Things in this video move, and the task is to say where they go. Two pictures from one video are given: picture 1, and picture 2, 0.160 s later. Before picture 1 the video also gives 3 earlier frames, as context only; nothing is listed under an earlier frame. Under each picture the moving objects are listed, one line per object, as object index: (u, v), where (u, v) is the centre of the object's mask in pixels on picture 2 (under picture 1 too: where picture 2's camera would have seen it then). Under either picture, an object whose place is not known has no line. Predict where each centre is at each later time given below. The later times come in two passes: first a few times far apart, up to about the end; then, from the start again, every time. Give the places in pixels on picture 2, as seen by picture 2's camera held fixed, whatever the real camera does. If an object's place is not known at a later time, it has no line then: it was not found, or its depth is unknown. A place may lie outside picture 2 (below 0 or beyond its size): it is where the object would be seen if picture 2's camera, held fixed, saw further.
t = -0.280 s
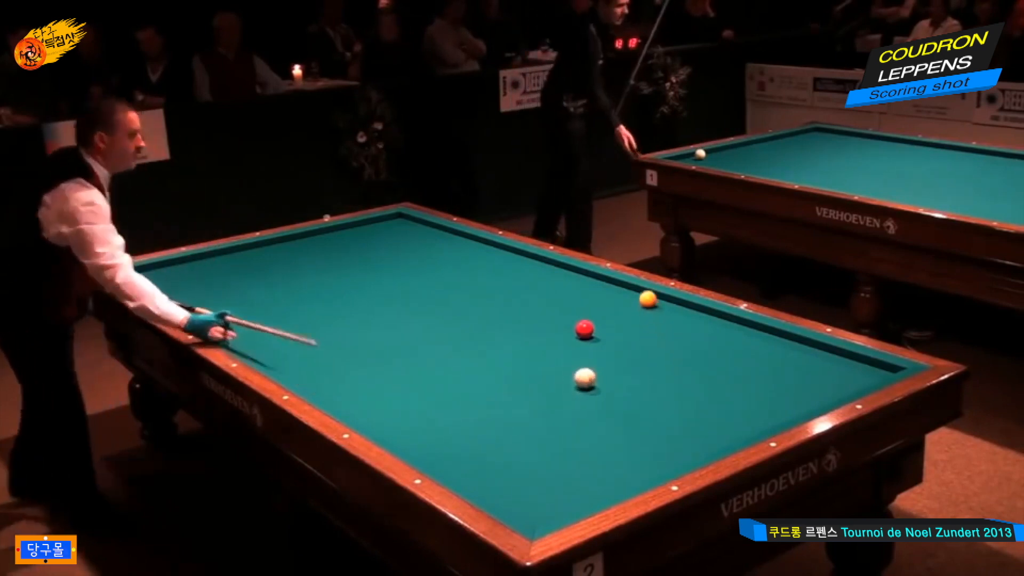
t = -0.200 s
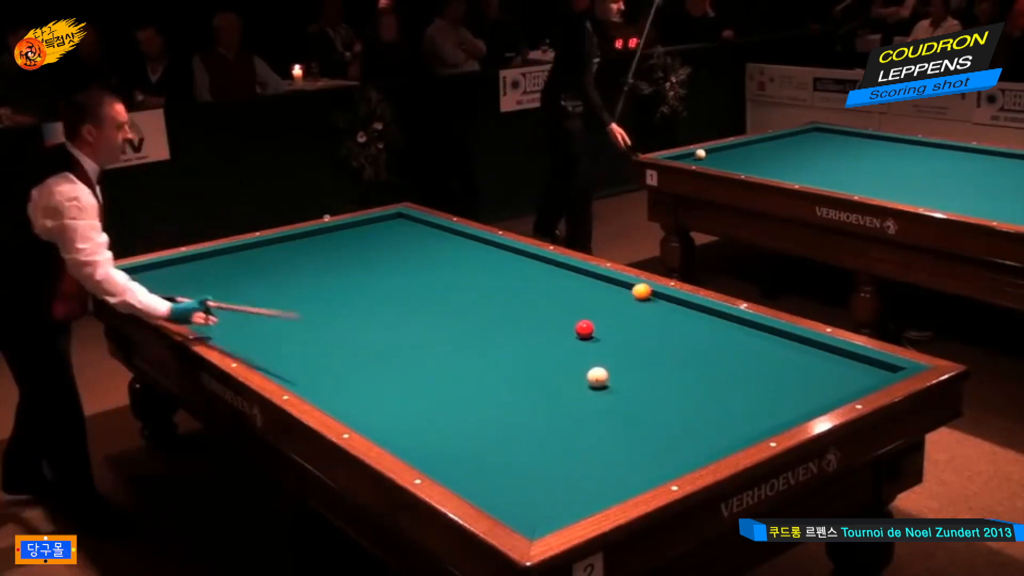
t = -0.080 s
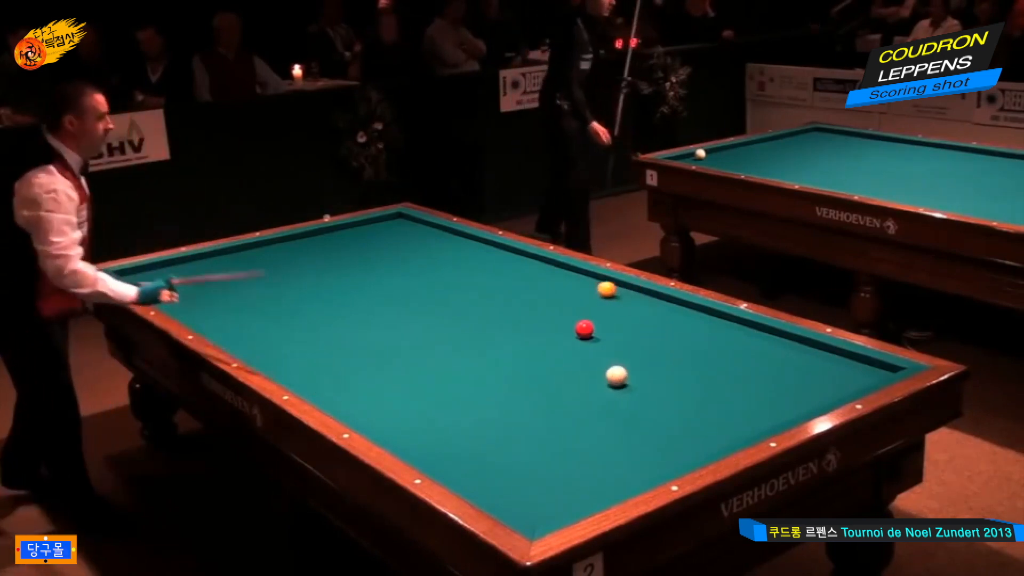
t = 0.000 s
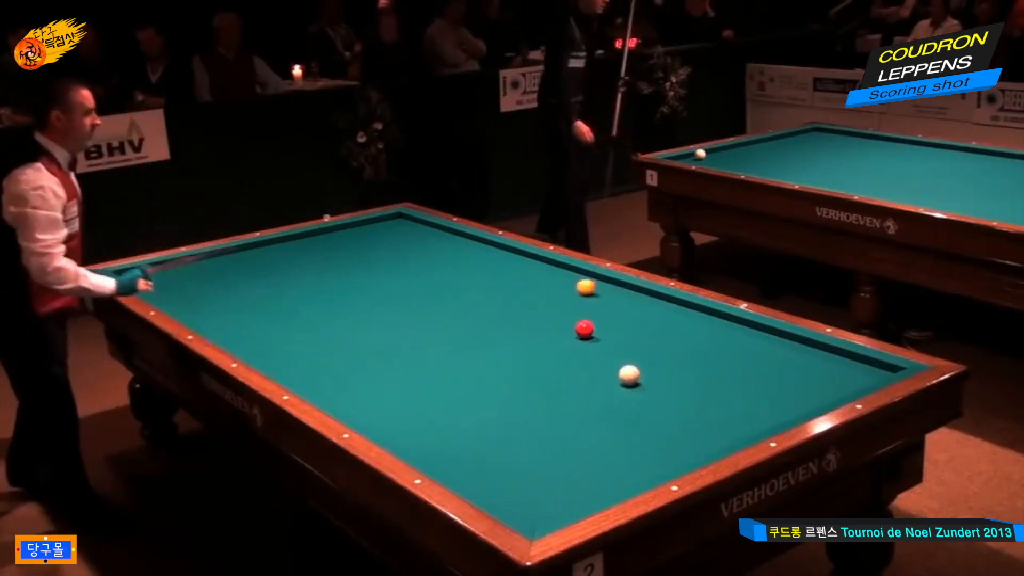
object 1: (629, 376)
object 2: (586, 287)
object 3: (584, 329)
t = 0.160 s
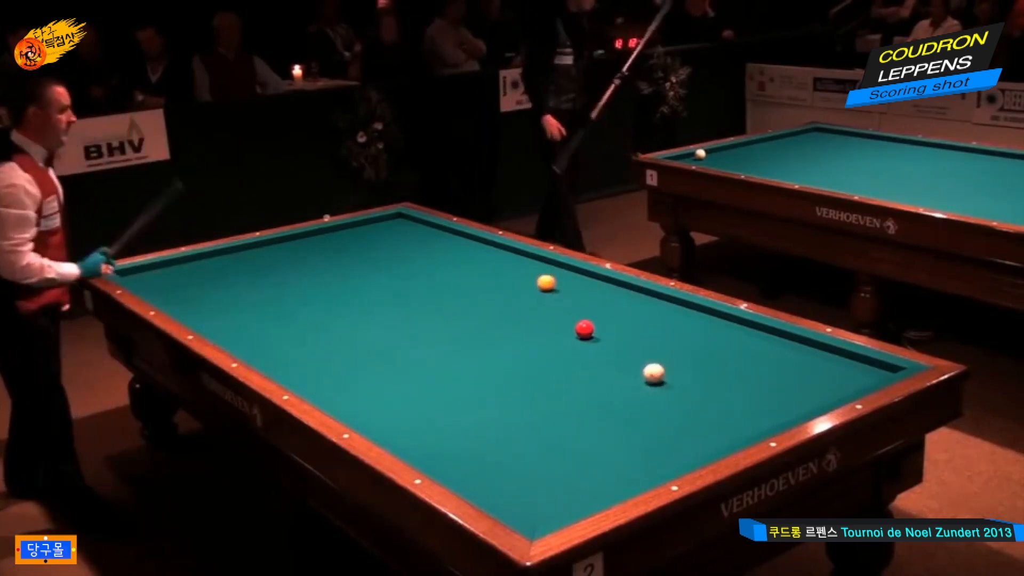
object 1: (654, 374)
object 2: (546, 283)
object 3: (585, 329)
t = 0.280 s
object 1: (672, 373)
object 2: (518, 280)
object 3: (585, 329)
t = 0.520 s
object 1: (707, 370)
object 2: (462, 274)
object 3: (585, 329)
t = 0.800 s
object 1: (748, 367)
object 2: (401, 268)
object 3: (585, 329)
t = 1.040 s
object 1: (780, 365)
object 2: (353, 263)
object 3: (585, 329)
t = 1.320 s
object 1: (818, 362)
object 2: (299, 257)
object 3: (585, 329)
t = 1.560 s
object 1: (848, 360)
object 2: (256, 253)
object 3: (585, 329)
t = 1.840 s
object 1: (858, 364)
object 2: (221, 256)
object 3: (584, 329)
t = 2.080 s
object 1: (859, 370)
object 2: (204, 267)
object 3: (584, 329)
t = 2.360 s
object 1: (859, 376)
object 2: (184, 280)
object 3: (584, 329)
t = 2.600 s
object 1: (858, 380)
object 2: (166, 292)
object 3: (585, 329)
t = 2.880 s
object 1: (853, 383)
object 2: (181, 298)
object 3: (585, 329)
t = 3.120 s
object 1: (845, 384)
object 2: (208, 300)
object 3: (584, 329)
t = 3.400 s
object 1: (837, 386)
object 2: (239, 303)
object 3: (585, 329)
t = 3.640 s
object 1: (831, 388)
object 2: (265, 305)
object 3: (584, 329)
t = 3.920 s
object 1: (825, 389)
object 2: (295, 308)
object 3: (584, 329)
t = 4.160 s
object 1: (821, 390)
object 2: (321, 310)
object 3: (584, 329)
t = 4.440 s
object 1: (817, 390)
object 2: (351, 312)
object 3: (584, 329)
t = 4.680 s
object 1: (814, 390)
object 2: (376, 314)
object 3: (584, 329)
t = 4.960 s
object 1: (812, 390)
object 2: (405, 316)
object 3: (584, 329)
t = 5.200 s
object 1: (811, 390)
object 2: (430, 318)
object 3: (585, 329)
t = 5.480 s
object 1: (811, 390)
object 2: (458, 320)
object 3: (585, 329)
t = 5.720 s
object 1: (811, 390)
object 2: (482, 322)
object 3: (584, 329)
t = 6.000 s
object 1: (811, 390)
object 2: (509, 324)
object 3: (585, 329)
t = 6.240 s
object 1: (811, 390)
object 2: (532, 326)
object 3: (585, 329)
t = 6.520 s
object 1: (811, 390)
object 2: (558, 328)
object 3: (585, 329)
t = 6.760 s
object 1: (811, 390)
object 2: (569, 329)
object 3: (594, 330)
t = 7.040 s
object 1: (811, 390)
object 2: (574, 329)
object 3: (609, 331)
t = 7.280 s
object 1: (811, 390)
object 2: (578, 330)
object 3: (622, 332)
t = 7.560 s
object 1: (811, 390)
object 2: (581, 330)
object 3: (635, 333)
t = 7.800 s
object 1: (811, 390)
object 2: (583, 330)
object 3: (646, 334)
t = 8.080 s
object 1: (811, 390)
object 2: (584, 330)
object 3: (658, 335)
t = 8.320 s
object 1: (811, 390)
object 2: (584, 330)
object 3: (668, 335)
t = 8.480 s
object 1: (811, 390)
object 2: (584, 330)
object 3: (673, 335)
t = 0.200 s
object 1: (660, 373)
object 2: (536, 282)
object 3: (585, 329)
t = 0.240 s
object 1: (666, 373)
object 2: (527, 281)
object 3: (585, 329)
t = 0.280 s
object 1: (672, 373)
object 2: (518, 280)
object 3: (585, 329)
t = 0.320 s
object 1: (678, 372)
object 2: (508, 279)
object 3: (585, 329)
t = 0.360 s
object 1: (684, 372)
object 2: (498, 278)
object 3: (585, 329)
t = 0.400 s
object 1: (690, 371)
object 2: (489, 277)
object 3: (585, 329)
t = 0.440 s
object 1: (696, 371)
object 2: (480, 276)
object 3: (585, 329)
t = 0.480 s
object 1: (702, 371)
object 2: (471, 275)
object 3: (585, 329)
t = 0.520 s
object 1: (707, 370)
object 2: (462, 274)
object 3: (585, 329)
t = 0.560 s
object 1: (713, 370)
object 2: (453, 273)
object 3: (585, 329)
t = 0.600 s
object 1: (719, 369)
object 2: (445, 272)
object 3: (585, 329)
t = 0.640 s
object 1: (725, 369)
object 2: (436, 271)
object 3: (585, 329)
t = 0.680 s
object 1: (730, 368)
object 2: (427, 271)
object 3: (585, 329)
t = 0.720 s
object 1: (736, 368)
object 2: (419, 270)
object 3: (585, 329)
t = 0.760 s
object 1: (742, 368)
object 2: (410, 269)
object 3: (585, 329)
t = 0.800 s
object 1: (748, 367)
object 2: (401, 268)
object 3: (585, 329)
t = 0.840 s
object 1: (753, 367)
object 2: (393, 267)
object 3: (585, 329)
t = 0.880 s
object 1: (758, 367)
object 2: (385, 266)
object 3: (585, 329)
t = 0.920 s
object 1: (764, 366)
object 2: (377, 266)
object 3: (585, 329)
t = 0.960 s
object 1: (769, 366)
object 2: (369, 265)
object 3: (585, 329)
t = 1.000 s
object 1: (775, 365)
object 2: (361, 264)
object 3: (585, 329)
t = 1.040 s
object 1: (780, 365)
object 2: (353, 263)
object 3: (585, 329)
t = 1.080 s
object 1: (786, 364)
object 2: (345, 262)
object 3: (585, 329)
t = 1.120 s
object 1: (791, 364)
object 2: (337, 261)
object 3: (585, 329)
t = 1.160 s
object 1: (797, 364)
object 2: (330, 261)
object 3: (585, 329)
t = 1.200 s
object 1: (802, 363)
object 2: (322, 260)
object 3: (585, 329)
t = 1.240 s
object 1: (807, 363)
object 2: (314, 259)
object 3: (585, 329)
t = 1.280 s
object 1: (812, 362)
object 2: (307, 258)
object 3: (585, 329)
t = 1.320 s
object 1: (818, 362)
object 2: (299, 257)
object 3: (585, 329)
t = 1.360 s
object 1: (823, 362)
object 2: (292, 257)
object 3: (585, 329)
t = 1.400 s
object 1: (828, 362)
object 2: (285, 256)
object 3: (585, 329)
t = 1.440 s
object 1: (833, 361)
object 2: (278, 255)
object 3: (585, 329)
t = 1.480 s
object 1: (838, 361)
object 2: (271, 255)
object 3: (585, 329)
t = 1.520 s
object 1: (843, 360)
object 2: (264, 254)
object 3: (585, 329)
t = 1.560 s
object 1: (848, 360)
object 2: (256, 253)
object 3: (585, 329)
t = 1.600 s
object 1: (853, 360)
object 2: (249, 252)
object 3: (585, 329)
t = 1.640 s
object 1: (858, 360)
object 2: (242, 251)
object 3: (585, 329)
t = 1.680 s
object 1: (858, 360)
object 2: (235, 250)
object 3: (584, 329)
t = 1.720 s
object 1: (858, 361)
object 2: (229, 250)
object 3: (584, 329)
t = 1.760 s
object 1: (858, 362)
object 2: (225, 252)
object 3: (584, 329)
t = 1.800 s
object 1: (858, 363)
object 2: (223, 254)
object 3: (584, 329)
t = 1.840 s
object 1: (858, 364)
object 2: (221, 256)
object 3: (584, 329)
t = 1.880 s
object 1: (858, 365)
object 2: (218, 257)
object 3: (584, 329)
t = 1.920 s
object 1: (858, 366)
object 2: (215, 259)
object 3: (584, 329)
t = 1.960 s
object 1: (858, 367)
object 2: (213, 261)
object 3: (584, 329)
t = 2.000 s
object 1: (858, 368)
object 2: (210, 263)
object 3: (584, 329)
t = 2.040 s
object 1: (858, 369)
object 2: (207, 265)
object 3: (584, 329)
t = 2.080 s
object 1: (859, 370)
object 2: (204, 267)
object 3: (584, 329)
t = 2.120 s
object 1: (859, 371)
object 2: (201, 268)
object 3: (584, 329)
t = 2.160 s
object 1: (859, 372)
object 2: (198, 270)
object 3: (584, 329)
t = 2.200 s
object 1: (859, 373)
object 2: (196, 272)
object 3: (584, 329)
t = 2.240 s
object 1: (859, 374)
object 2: (193, 274)
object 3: (585, 329)
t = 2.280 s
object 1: (859, 375)
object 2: (190, 276)
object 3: (584, 329)
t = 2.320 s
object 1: (859, 375)
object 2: (187, 278)
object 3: (585, 329)
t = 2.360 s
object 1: (859, 376)
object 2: (184, 280)
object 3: (584, 329)
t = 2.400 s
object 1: (858, 377)
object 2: (181, 282)
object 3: (585, 329)
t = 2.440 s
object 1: (858, 378)
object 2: (178, 284)
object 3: (585, 329)
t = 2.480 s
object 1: (858, 379)
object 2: (175, 286)
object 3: (584, 329)
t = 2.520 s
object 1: (858, 379)
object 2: (171, 288)
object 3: (585, 329)
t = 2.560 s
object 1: (858, 380)
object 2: (168, 290)
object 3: (585, 329)
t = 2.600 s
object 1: (858, 380)
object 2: (166, 292)
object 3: (585, 329)
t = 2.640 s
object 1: (858, 381)
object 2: (163, 293)
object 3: (585, 329)
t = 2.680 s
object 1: (858, 381)
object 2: (160, 294)
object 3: (584, 329)
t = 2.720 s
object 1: (858, 382)
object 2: (164, 295)
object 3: (584, 329)
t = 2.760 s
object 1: (857, 383)
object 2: (168, 296)
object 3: (585, 329)
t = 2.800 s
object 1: (856, 383)
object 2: (172, 297)
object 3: (585, 329)
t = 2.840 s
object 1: (855, 383)
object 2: (177, 297)
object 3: (585, 329)
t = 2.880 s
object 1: (853, 383)
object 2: (181, 298)
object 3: (585, 329)
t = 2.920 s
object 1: (852, 383)
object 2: (185, 298)
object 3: (584, 329)
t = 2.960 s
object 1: (851, 383)
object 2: (190, 298)
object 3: (584, 329)
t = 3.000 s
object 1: (849, 383)
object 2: (195, 299)
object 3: (584, 329)
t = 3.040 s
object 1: (848, 384)
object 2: (199, 299)
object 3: (585, 329)
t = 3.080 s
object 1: (847, 384)
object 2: (203, 299)
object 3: (584, 329)
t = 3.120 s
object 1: (845, 384)
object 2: (208, 300)
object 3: (584, 329)
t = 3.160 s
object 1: (844, 385)
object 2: (212, 300)
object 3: (585, 329)
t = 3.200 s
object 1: (843, 385)
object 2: (217, 301)
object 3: (584, 329)
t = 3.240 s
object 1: (842, 385)
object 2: (221, 301)
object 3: (585, 329)
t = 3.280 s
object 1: (840, 386)
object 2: (226, 302)
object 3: (585, 329)
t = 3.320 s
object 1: (839, 386)
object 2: (230, 302)
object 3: (585, 329)
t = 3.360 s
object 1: (838, 386)
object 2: (234, 302)
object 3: (584, 329)
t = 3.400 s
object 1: (837, 386)
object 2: (239, 303)
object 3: (585, 329)
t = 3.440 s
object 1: (836, 387)
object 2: (243, 303)
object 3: (584, 329)
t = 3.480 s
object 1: (835, 387)
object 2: (247, 303)
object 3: (585, 329)
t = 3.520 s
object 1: (834, 387)
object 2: (252, 304)
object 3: (585, 329)
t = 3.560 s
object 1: (833, 387)
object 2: (256, 304)
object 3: (584, 329)
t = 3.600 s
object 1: (832, 388)
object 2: (260, 304)
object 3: (584, 329)
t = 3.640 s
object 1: (831, 388)
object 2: (265, 305)
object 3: (584, 329)
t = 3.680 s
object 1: (830, 388)
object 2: (269, 305)
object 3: (584, 329)
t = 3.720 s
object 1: (829, 388)
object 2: (274, 305)
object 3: (584, 329)
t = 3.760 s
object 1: (828, 388)
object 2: (278, 306)
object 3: (585, 329)
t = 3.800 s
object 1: (828, 388)
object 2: (282, 306)
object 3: (584, 329)
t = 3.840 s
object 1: (827, 389)
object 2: (287, 307)
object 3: (584, 329)
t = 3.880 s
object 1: (826, 389)
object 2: (291, 307)
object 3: (584, 329)
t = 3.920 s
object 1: (825, 389)
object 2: (295, 308)
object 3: (584, 329)
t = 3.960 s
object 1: (824, 389)
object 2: (300, 308)
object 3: (584, 329)
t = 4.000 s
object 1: (824, 389)
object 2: (304, 308)
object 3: (584, 329)
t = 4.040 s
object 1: (823, 389)
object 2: (308, 309)
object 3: (584, 329)
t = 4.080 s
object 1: (822, 389)
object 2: (312, 309)
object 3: (584, 329)
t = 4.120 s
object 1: (821, 389)
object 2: (317, 309)
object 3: (584, 329)
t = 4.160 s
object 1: (821, 390)
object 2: (321, 310)
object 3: (584, 329)
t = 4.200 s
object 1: (820, 389)
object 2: (325, 310)
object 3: (584, 329)
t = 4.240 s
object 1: (820, 390)
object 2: (330, 310)
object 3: (584, 329)
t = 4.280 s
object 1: (819, 390)
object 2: (334, 311)
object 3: (584, 329)
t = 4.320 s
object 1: (819, 390)
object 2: (338, 311)
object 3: (584, 329)
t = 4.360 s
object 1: (818, 390)
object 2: (342, 311)
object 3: (584, 329)
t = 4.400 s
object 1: (817, 390)
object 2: (347, 312)
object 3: (584, 329)
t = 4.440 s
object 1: (817, 390)
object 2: (351, 312)
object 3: (584, 329)
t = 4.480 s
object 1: (816, 390)
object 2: (355, 312)
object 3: (584, 329)
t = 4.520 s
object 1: (816, 390)
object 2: (359, 313)
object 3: (584, 329)
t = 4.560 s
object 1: (815, 390)
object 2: (364, 313)
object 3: (585, 329)
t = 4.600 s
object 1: (815, 390)
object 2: (368, 313)
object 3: (584, 329)
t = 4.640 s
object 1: (814, 390)
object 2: (372, 314)
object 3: (585, 329)
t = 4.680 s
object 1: (814, 390)
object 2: (376, 314)
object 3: (584, 329)
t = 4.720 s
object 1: (814, 390)
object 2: (380, 314)
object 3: (585, 329)
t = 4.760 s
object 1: (813, 390)
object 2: (384, 315)
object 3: (584, 329)
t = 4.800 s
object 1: (813, 390)
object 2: (389, 315)
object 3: (585, 329)
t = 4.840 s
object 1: (813, 390)
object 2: (393, 315)
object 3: (585, 329)
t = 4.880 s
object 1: (812, 390)
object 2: (397, 316)
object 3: (585, 329)
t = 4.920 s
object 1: (812, 390)
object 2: (401, 316)
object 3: (585, 329)
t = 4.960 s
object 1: (812, 390)
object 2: (405, 316)
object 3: (584, 329)
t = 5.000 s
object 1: (812, 390)
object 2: (410, 317)
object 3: (585, 329)
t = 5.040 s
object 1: (811, 390)
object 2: (414, 317)
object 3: (585, 329)
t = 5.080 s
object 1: (811, 390)
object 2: (418, 317)
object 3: (585, 329)
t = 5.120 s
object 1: (811, 390)
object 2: (422, 318)
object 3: (584, 329)
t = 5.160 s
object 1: (811, 390)
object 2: (426, 318)
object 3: (585, 329)
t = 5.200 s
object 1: (811, 390)
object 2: (430, 318)
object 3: (585, 329)
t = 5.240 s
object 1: (811, 390)
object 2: (434, 319)
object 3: (585, 329)
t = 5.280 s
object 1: (811, 390)
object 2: (438, 319)
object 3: (584, 329)
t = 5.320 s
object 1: (811, 390)
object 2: (442, 319)
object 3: (584, 329)
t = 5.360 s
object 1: (811, 390)
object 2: (446, 319)
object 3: (585, 329)
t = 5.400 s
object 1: (811, 390)
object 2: (450, 320)
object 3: (585, 329)
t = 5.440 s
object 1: (811, 390)
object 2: (454, 320)
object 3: (584, 329)
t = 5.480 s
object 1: (811, 390)
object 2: (458, 320)
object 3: (585, 329)
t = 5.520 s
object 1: (811, 390)
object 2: (462, 321)
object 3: (584, 329)
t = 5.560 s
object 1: (811, 390)
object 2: (466, 321)
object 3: (584, 329)
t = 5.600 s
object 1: (811, 390)
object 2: (470, 321)
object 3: (584, 329)
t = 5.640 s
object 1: (811, 390)
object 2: (474, 322)
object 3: (584, 329)
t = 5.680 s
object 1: (811, 390)
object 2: (478, 322)
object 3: (584, 329)
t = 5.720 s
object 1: (811, 390)
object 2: (482, 322)
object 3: (584, 329)
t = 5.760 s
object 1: (811, 390)
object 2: (486, 323)
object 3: (585, 329)
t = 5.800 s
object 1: (811, 390)
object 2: (490, 323)
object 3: (584, 329)
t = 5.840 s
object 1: (811, 390)
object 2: (493, 323)
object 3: (585, 329)
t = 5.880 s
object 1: (811, 390)
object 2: (497, 323)
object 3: (585, 329)
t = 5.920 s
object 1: (811, 390)
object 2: (501, 324)
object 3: (585, 329)
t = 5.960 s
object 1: (811, 390)
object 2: (505, 324)
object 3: (585, 329)
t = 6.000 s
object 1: (811, 390)
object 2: (509, 324)
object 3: (585, 329)
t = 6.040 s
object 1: (811, 390)
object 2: (513, 325)
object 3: (585, 329)
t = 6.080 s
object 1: (811, 390)
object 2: (517, 325)
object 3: (585, 329)
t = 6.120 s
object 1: (811, 390)
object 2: (521, 325)
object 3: (585, 329)
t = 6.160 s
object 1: (811, 390)
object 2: (524, 326)
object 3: (585, 329)
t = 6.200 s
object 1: (811, 390)
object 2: (528, 326)
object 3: (585, 329)
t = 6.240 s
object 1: (811, 390)
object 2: (532, 326)
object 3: (585, 329)
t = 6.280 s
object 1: (811, 390)
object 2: (536, 327)
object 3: (585, 329)
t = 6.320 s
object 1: (811, 390)
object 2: (540, 327)
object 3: (585, 329)
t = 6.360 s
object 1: (811, 390)
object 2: (543, 327)
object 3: (584, 329)
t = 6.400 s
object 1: (811, 390)
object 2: (547, 327)
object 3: (585, 329)
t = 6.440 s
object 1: (811, 390)
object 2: (551, 328)
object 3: (585, 329)
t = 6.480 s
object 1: (811, 390)
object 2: (554, 328)
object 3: (585, 329)
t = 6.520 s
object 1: (811, 390)
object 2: (558, 328)
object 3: (585, 329)
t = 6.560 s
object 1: (811, 390)
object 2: (562, 328)
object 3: (585, 329)
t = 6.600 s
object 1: (811, 390)
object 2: (565, 329)
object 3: (585, 329)
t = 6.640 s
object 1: (811, 390)
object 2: (567, 329)
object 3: (587, 329)
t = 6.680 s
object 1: (811, 390)
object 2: (567, 329)
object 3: (590, 329)
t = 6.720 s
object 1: (811, 390)
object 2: (568, 329)
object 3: (592, 329)
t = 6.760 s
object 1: (811, 390)
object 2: (569, 329)
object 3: (594, 330)
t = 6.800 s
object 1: (811, 390)
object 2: (570, 329)
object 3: (596, 330)
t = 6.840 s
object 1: (811, 390)
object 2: (571, 329)
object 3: (599, 330)
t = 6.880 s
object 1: (811, 390)
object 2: (571, 329)
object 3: (601, 330)
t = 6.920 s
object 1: (811, 390)
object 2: (572, 329)
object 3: (603, 330)
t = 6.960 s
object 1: (811, 390)
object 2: (573, 329)
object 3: (605, 330)
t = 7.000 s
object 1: (811, 390)
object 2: (573, 329)
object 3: (607, 331)
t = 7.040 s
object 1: (811, 390)
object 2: (574, 329)
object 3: (609, 331)
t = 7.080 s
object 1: (811, 390)
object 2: (575, 329)
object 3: (612, 331)
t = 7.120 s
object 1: (811, 390)
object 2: (575, 329)
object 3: (614, 331)
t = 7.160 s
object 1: (811, 390)
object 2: (576, 329)
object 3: (616, 331)
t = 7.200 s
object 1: (811, 390)
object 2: (577, 329)
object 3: (618, 331)
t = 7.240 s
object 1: (811, 390)
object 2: (577, 330)
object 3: (620, 332)
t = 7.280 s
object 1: (811, 390)
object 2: (578, 330)
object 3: (622, 332)
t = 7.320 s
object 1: (811, 390)
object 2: (578, 330)
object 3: (624, 332)
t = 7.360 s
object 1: (811, 390)
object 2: (579, 330)
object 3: (626, 332)
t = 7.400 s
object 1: (811, 390)
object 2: (579, 330)
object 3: (628, 332)
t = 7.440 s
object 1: (811, 390)
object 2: (579, 330)
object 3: (630, 333)
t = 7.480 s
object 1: (811, 390)
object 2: (580, 330)
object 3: (632, 333)
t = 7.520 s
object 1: (811, 390)
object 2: (580, 330)
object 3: (634, 333)
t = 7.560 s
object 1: (811, 390)
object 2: (581, 330)
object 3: (635, 333)
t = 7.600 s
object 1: (811, 390)
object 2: (581, 330)
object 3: (637, 333)
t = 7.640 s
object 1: (811, 390)
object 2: (581, 330)
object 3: (639, 333)
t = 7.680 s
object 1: (811, 390)
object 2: (582, 330)
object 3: (641, 333)
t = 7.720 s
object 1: (811, 390)
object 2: (582, 330)
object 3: (643, 334)
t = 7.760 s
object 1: (811, 390)
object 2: (582, 330)
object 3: (645, 334)
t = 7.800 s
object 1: (811, 390)
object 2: (583, 330)
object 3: (646, 334)
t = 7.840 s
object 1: (811, 390)
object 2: (583, 330)
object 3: (648, 334)
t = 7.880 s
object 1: (811, 390)
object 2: (583, 330)
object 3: (650, 334)
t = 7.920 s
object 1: (811, 390)
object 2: (583, 330)
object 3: (652, 334)
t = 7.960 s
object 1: (811, 390)
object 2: (584, 330)
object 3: (653, 334)
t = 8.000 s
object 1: (811, 390)
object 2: (584, 330)
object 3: (655, 334)
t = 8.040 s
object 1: (811, 390)
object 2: (583, 330)
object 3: (657, 334)
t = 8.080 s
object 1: (811, 390)
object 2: (584, 330)
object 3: (658, 335)
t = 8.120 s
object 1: (811, 390)
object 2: (584, 330)
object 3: (660, 335)
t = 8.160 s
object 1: (811, 390)
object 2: (584, 330)
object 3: (661, 335)
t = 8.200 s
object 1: (811, 390)
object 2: (584, 330)
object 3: (663, 335)
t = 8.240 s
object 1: (811, 390)
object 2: (584, 331)
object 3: (665, 335)
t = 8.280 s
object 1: (811, 390)
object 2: (584, 330)
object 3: (666, 335)
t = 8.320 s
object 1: (811, 390)
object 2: (584, 330)
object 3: (668, 335)
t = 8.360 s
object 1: (811, 390)
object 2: (584, 330)
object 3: (669, 335)
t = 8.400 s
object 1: (811, 390)
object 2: (584, 330)
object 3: (671, 335)
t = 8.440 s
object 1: (811, 390)
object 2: (583, 330)
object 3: (672, 336)
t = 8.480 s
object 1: (811, 390)
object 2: (584, 330)
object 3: (673, 335)
